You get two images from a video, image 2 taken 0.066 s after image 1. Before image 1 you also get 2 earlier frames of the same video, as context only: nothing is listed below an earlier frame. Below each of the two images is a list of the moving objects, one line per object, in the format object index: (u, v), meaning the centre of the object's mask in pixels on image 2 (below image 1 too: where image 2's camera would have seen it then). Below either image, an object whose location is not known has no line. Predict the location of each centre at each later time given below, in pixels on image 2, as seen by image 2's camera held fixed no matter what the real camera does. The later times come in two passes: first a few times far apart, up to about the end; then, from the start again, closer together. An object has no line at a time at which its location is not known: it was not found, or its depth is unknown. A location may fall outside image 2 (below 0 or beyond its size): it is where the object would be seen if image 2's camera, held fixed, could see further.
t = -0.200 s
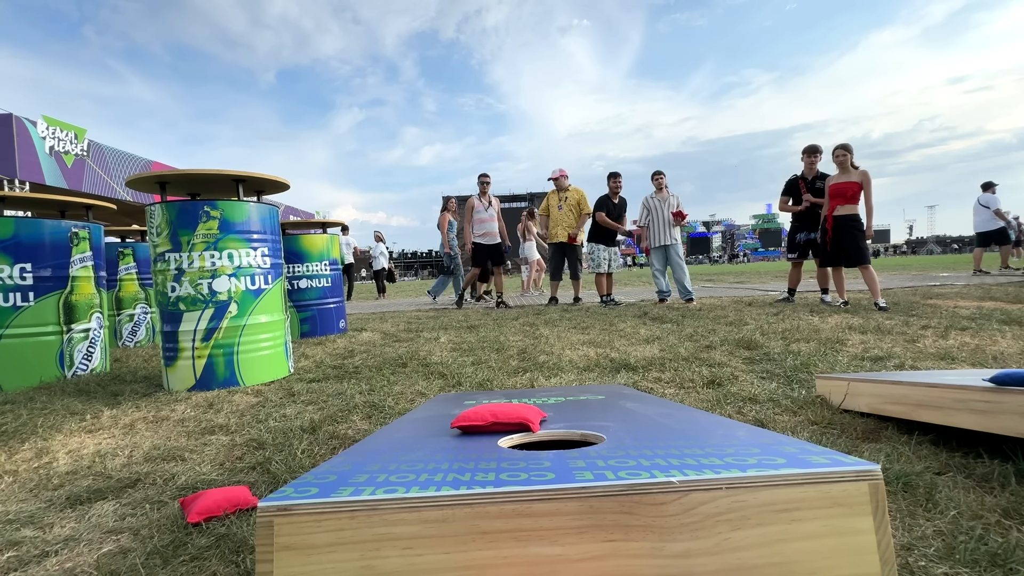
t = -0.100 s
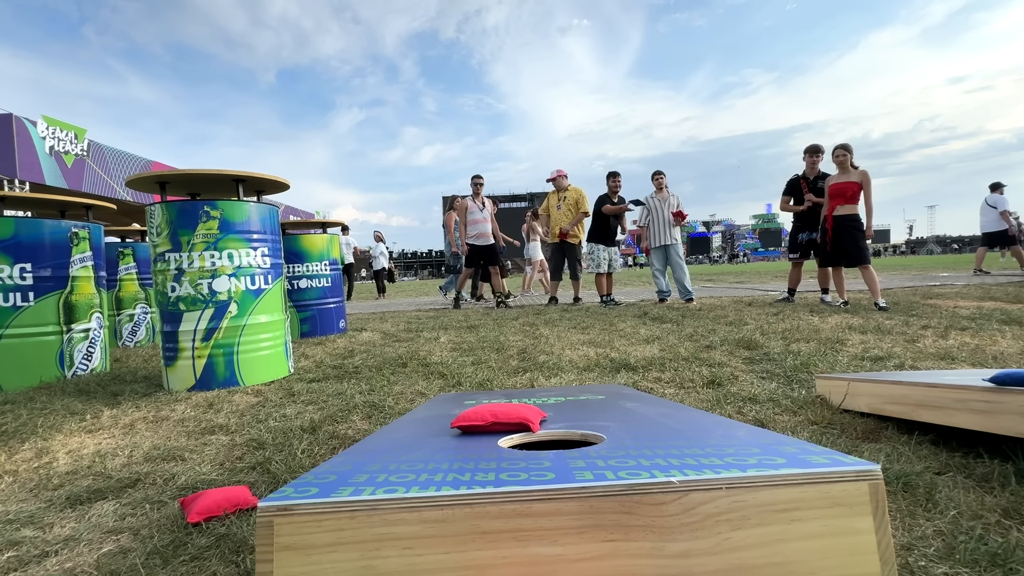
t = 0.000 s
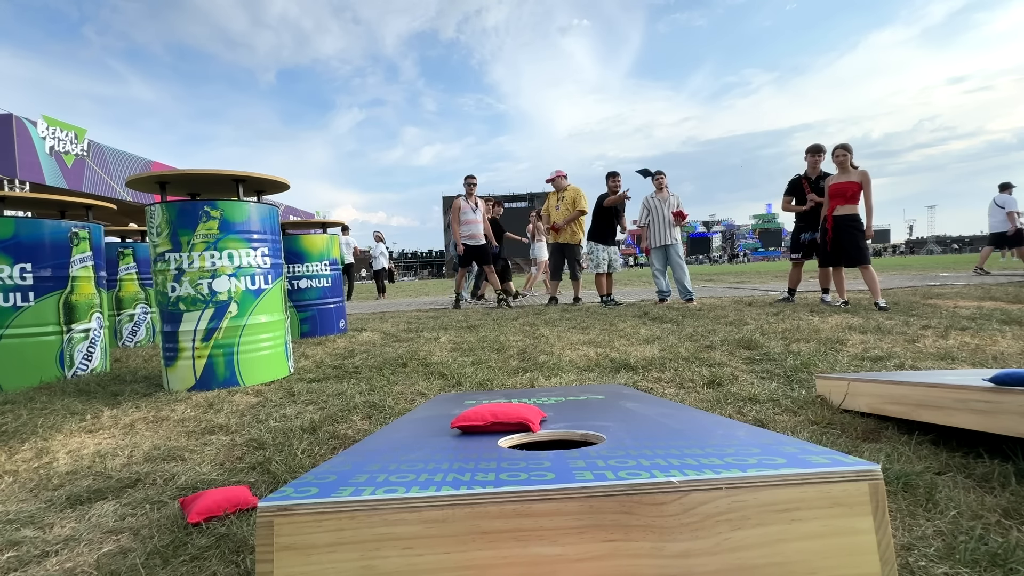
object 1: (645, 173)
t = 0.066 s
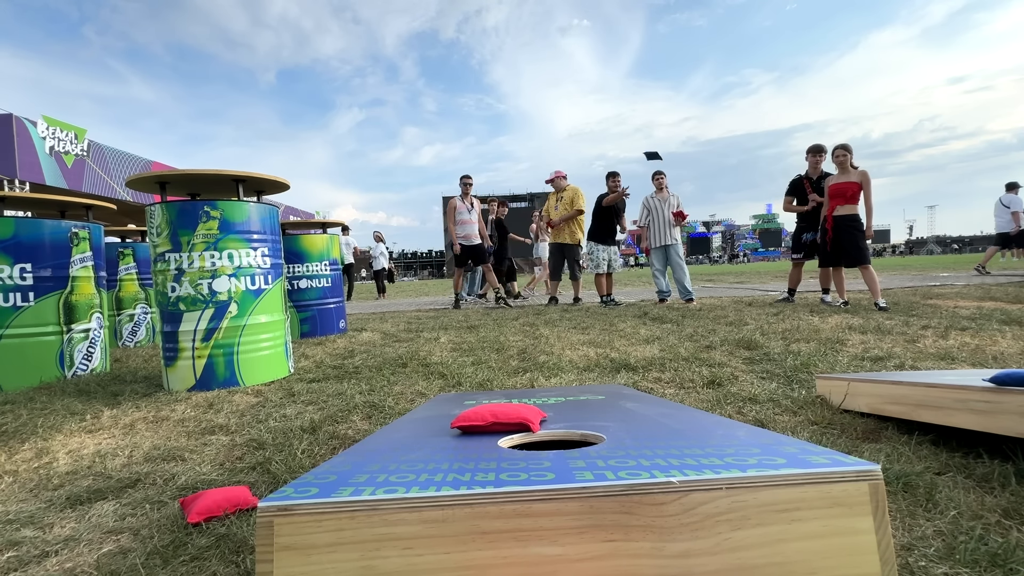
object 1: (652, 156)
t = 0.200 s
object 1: (669, 130)
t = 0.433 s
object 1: (719, 135)
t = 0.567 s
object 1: (770, 190)
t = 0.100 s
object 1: (656, 148)
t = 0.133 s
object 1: (661, 141)
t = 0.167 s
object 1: (665, 135)
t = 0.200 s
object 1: (669, 130)
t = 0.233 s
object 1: (674, 126)
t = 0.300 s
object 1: (686, 123)
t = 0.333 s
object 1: (693, 123)
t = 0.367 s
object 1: (701, 125)
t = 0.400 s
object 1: (710, 129)
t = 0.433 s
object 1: (719, 135)
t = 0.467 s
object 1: (730, 143)
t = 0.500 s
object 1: (742, 155)
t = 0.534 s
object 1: (755, 170)
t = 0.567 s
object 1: (770, 190)
